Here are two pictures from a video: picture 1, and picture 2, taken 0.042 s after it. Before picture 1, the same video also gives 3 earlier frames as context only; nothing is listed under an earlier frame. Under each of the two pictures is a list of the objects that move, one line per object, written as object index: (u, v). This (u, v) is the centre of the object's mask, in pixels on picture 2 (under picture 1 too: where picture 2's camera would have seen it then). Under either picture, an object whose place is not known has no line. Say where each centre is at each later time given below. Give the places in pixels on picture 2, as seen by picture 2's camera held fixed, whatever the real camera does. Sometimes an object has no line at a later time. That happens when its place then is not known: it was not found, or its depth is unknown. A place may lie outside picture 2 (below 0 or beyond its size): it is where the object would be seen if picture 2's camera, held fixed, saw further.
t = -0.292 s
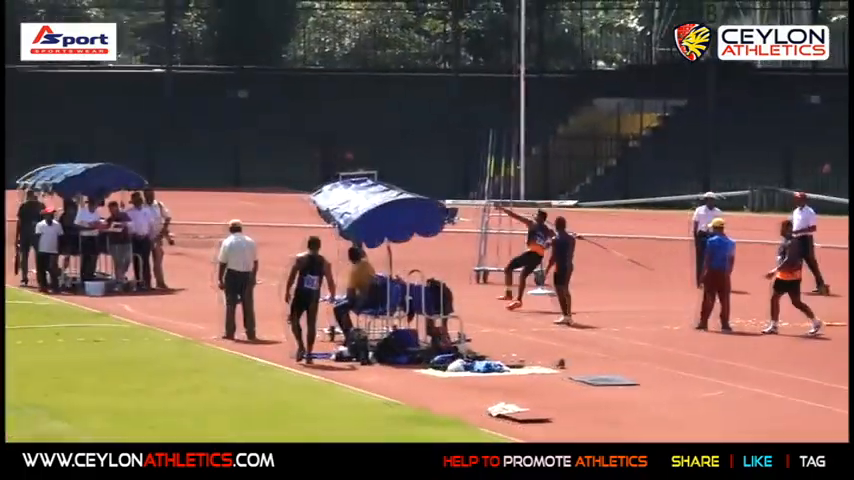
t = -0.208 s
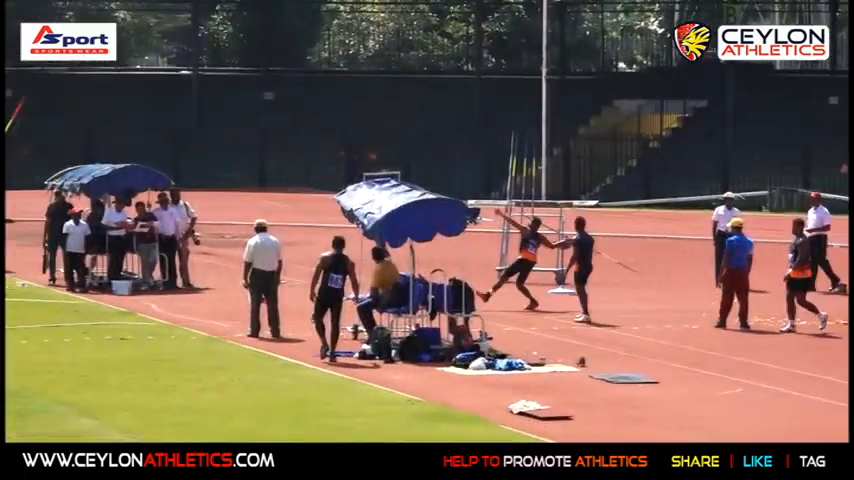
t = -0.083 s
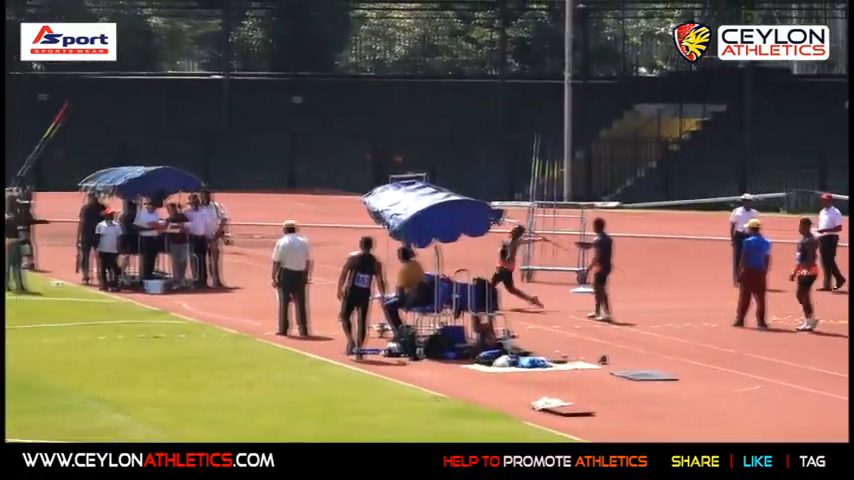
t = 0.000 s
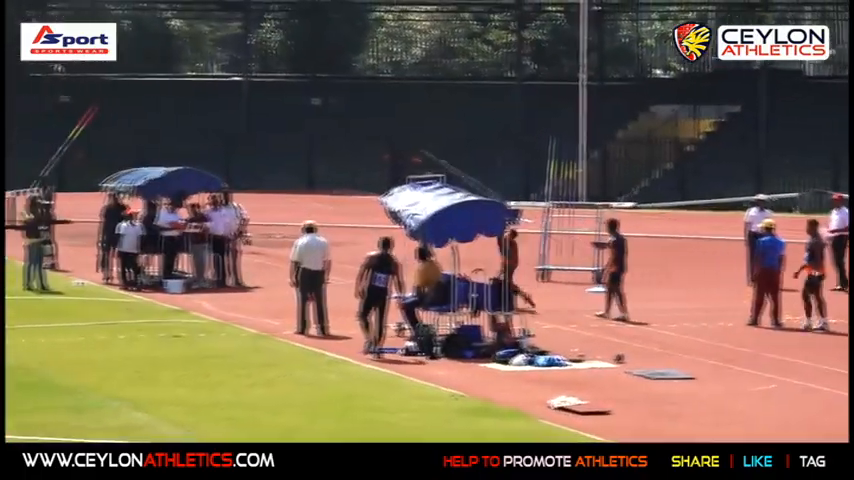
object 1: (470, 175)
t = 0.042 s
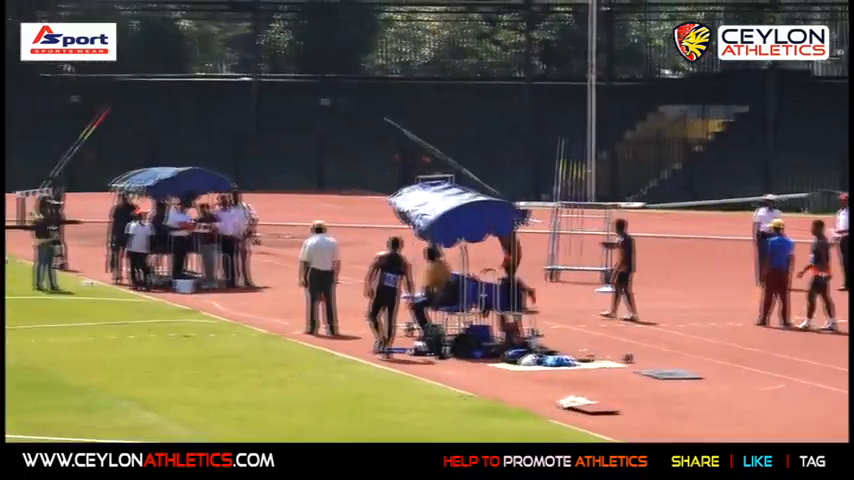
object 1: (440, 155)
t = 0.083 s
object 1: (392, 124)
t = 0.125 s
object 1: (341, 94)
